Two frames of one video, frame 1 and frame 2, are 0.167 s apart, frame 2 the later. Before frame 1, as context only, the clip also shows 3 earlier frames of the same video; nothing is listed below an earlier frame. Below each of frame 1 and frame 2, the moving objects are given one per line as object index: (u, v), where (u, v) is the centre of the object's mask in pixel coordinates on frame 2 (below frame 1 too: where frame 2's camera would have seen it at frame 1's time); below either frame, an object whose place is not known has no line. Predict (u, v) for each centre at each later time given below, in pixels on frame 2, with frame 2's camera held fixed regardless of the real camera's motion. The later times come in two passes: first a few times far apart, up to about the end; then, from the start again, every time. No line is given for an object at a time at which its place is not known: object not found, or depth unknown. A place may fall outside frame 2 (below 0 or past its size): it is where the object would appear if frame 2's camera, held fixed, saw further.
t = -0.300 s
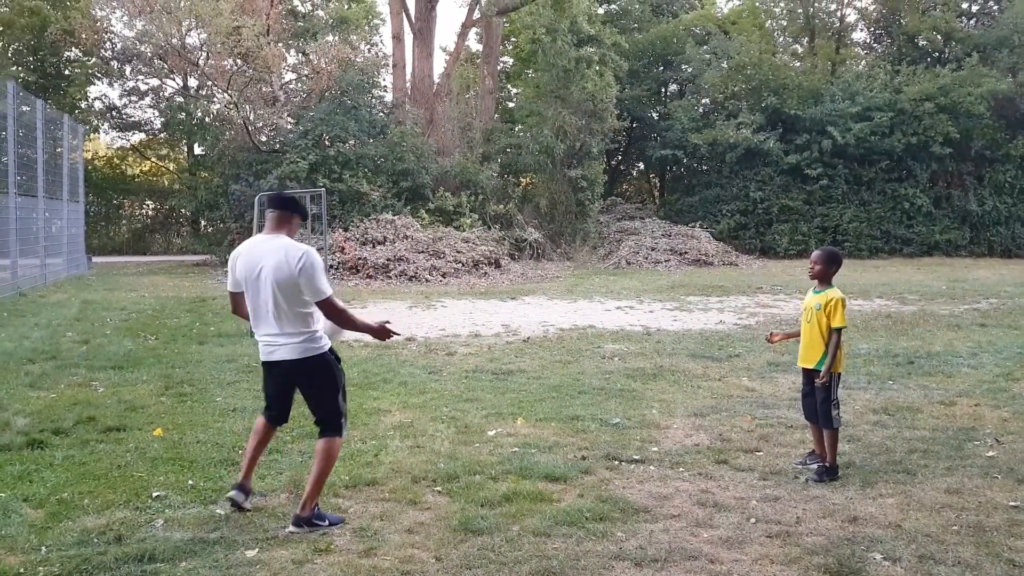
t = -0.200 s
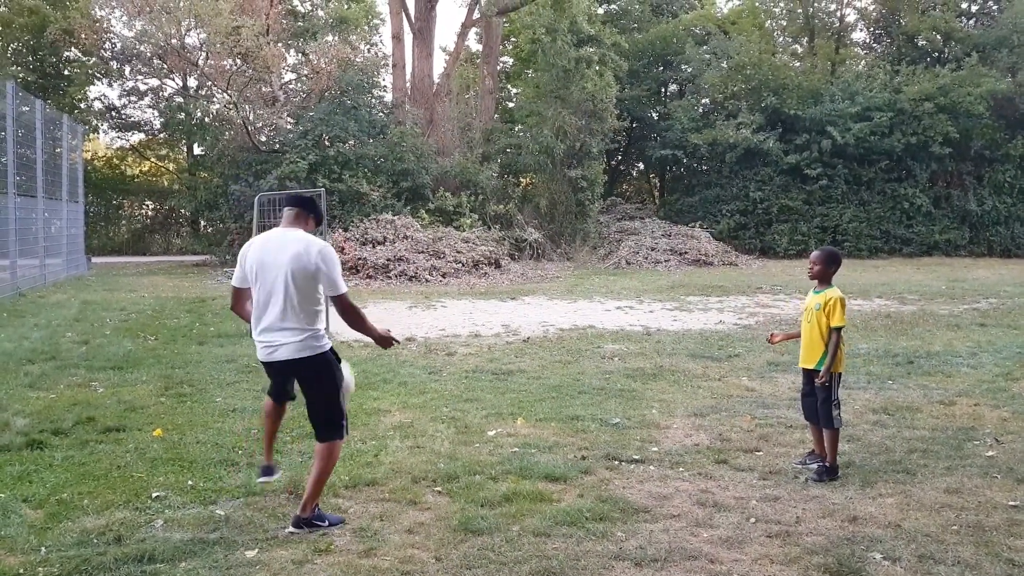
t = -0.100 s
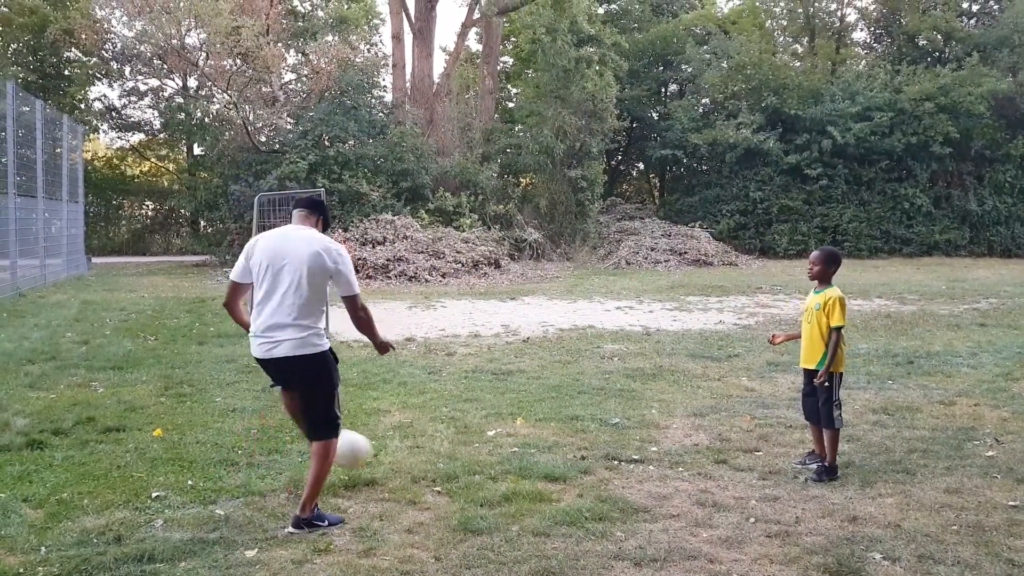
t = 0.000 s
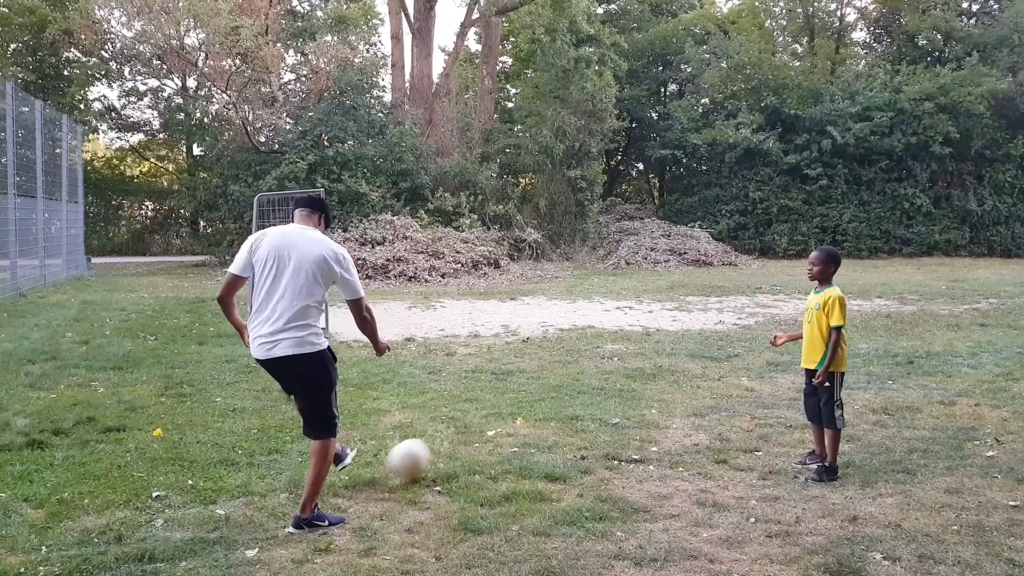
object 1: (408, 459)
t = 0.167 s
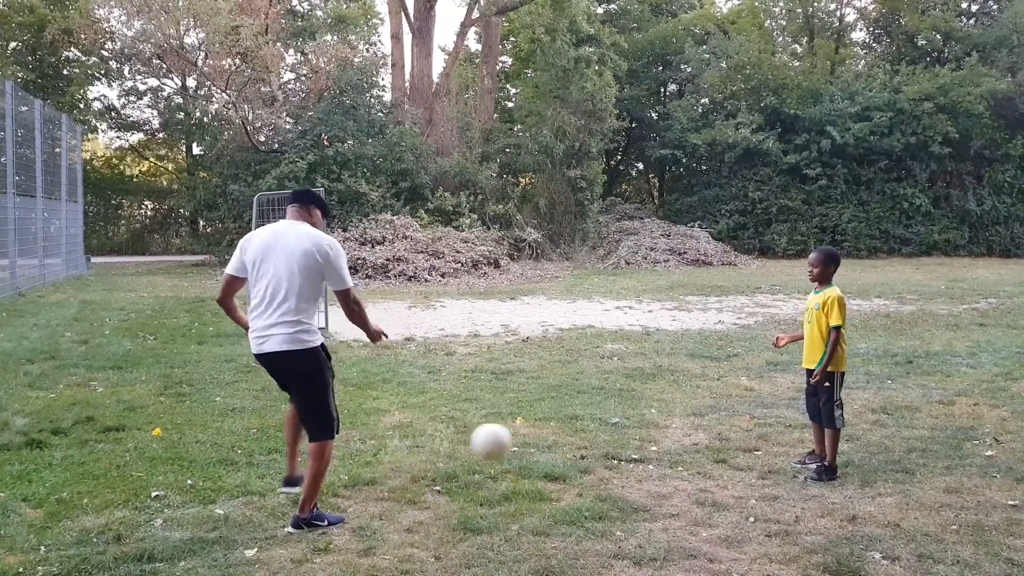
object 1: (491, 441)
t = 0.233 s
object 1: (523, 447)
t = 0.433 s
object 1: (620, 460)
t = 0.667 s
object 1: (735, 476)
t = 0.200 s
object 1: (507, 443)
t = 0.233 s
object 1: (523, 447)
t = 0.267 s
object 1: (540, 453)
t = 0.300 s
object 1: (556, 461)
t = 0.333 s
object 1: (572, 470)
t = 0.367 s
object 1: (588, 467)
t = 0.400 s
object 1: (604, 462)
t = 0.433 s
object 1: (620, 460)
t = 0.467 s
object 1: (637, 459)
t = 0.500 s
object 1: (653, 460)
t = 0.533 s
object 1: (670, 463)
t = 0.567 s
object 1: (687, 468)
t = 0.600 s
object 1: (702, 476)
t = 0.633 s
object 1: (718, 480)
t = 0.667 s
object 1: (735, 476)
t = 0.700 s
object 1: (751, 473)
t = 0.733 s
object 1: (767, 473)
